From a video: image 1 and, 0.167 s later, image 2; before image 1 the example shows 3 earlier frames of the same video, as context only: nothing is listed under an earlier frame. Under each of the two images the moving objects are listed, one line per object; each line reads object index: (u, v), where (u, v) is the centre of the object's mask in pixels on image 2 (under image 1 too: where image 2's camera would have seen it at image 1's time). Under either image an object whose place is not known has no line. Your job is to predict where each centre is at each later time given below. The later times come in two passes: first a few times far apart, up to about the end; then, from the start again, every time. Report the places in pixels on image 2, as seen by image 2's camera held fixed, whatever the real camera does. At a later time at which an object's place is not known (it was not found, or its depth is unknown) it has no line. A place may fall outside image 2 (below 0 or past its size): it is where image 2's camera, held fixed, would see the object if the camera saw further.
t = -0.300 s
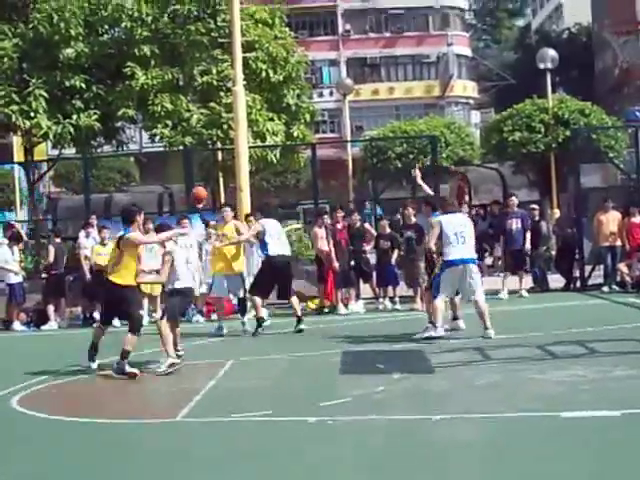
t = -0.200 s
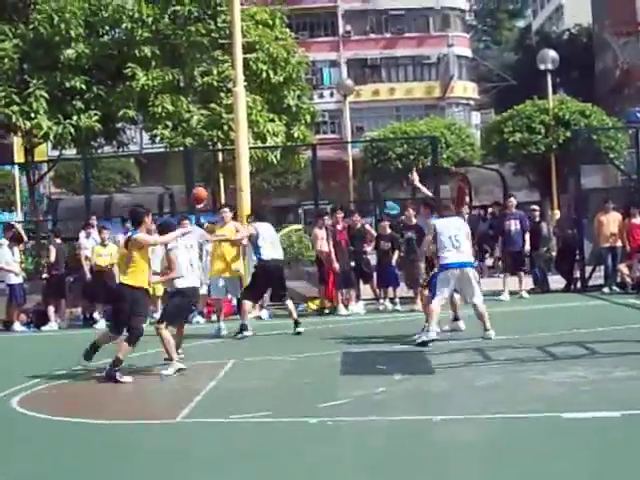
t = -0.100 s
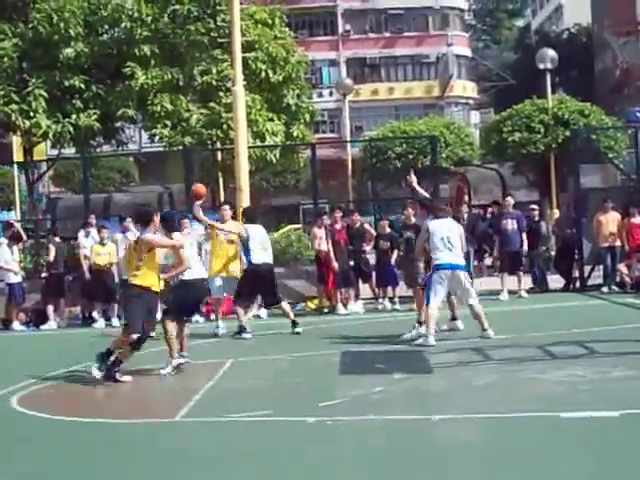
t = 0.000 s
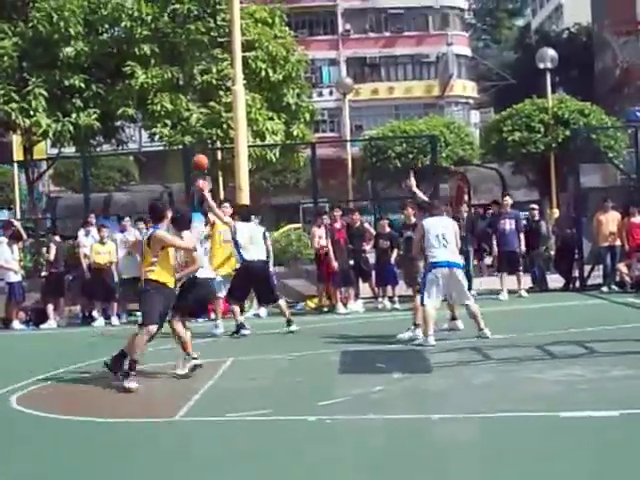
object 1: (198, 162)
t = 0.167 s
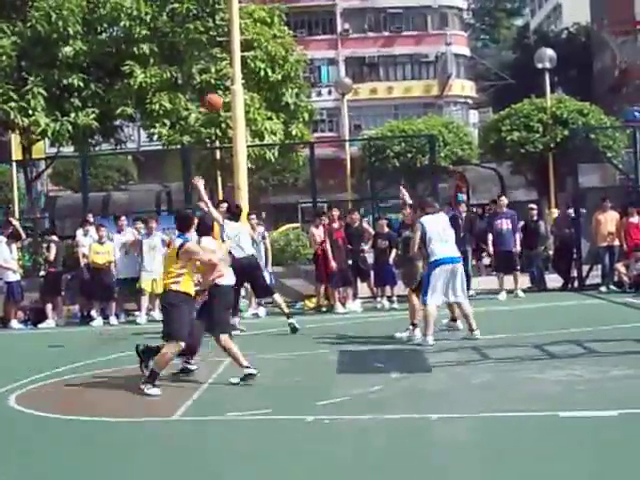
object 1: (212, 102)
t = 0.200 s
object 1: (216, 91)
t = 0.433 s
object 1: (241, 32)
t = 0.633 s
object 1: (269, 6)
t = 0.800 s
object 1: (299, 12)
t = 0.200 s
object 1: (216, 91)
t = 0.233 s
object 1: (220, 83)
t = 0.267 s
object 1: (221, 72)
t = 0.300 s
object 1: (224, 64)
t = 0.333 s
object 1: (229, 55)
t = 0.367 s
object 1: (232, 44)
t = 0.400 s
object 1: (235, 39)
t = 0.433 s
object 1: (241, 32)
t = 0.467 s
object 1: (246, 23)
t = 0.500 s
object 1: (250, 17)
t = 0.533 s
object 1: (253, 14)
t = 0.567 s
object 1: (257, 10)
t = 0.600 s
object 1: (261, 8)
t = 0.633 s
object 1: (269, 6)
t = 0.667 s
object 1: (274, 5)
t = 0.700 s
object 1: (280, 5)
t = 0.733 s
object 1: (286, 6)
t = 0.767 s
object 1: (296, 7)
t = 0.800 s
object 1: (299, 12)
